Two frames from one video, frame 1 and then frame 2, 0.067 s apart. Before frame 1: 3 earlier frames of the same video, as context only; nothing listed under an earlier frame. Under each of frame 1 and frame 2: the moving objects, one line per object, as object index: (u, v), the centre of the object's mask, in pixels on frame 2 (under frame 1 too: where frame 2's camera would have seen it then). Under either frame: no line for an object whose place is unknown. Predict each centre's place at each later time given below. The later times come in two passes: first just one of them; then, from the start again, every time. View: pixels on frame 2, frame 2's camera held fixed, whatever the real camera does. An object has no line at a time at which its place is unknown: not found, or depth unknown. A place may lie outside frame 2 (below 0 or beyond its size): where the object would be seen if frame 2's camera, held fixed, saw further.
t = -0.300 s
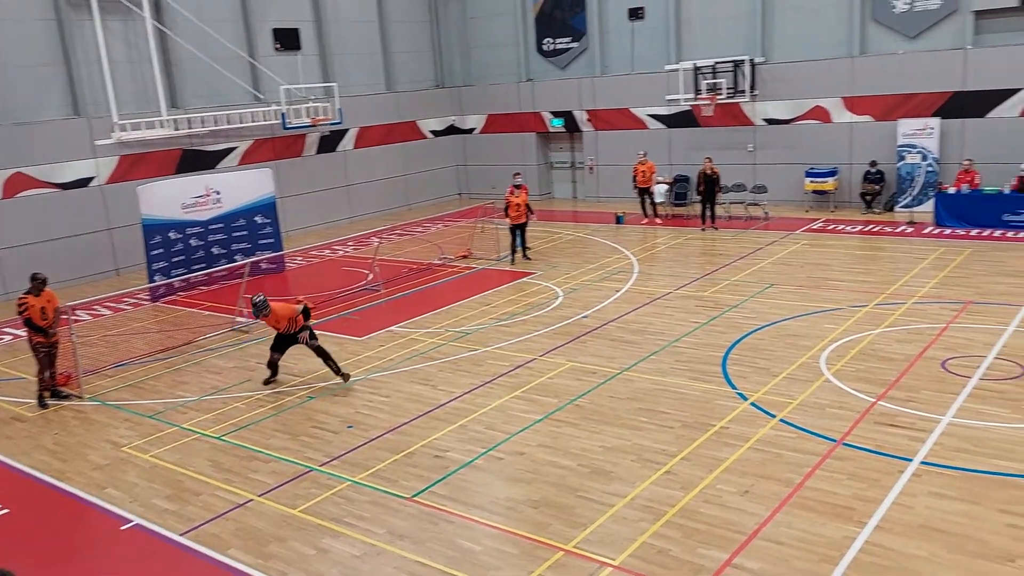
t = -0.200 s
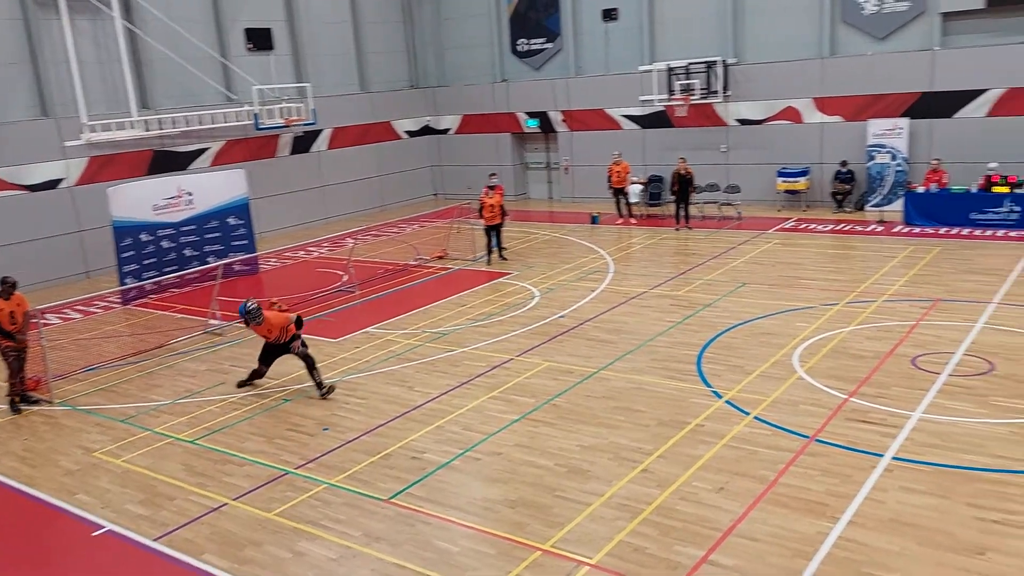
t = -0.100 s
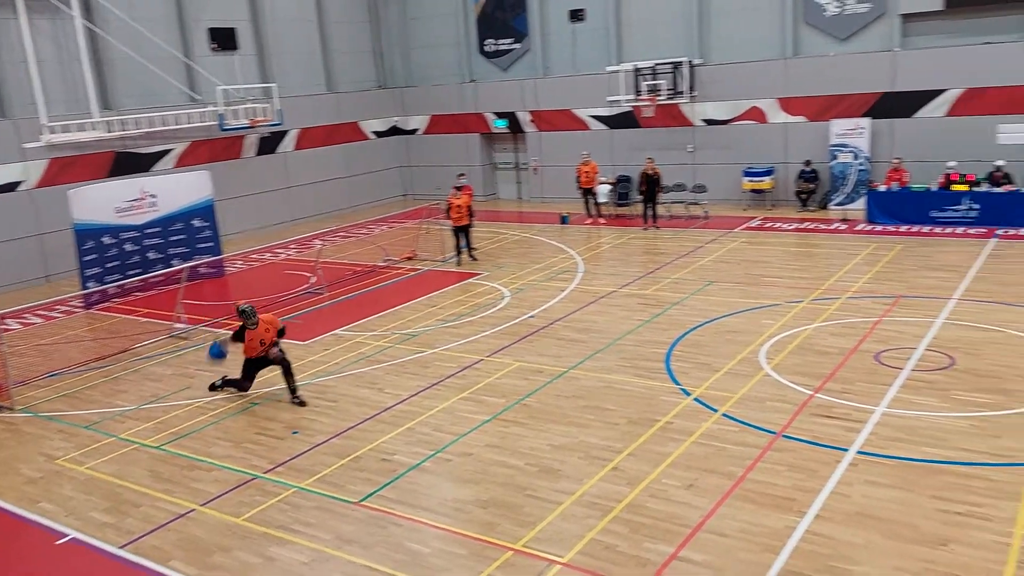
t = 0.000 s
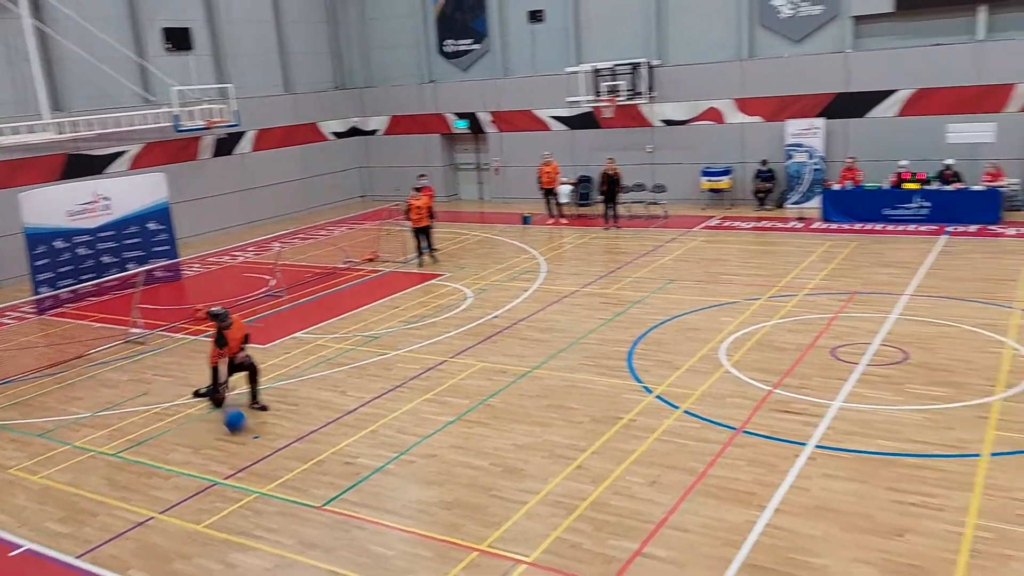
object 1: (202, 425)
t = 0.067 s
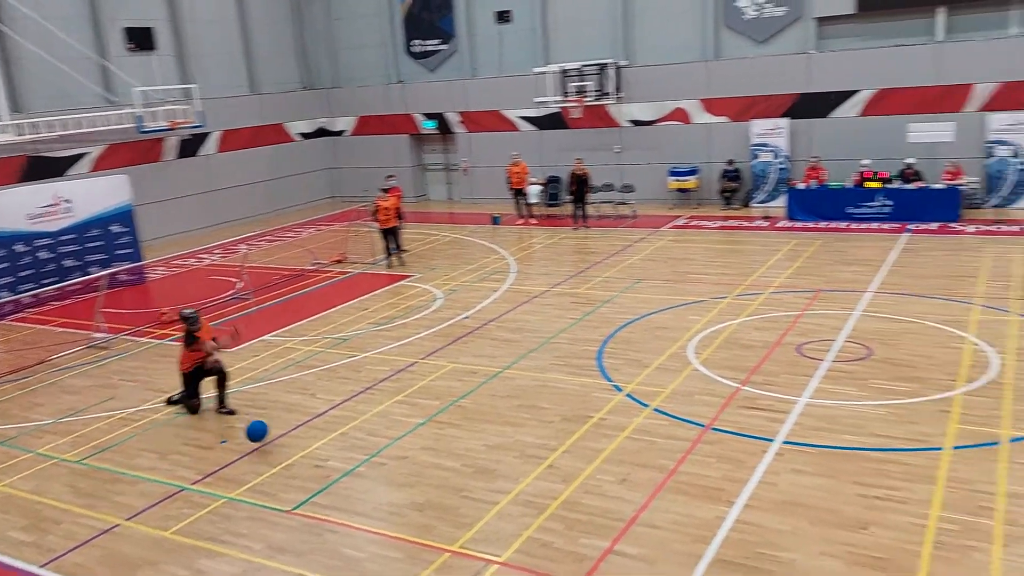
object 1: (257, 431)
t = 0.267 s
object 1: (446, 458)
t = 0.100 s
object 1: (284, 432)
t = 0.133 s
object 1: (314, 435)
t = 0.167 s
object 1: (343, 439)
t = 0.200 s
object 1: (376, 444)
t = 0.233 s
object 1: (410, 450)
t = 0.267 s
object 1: (446, 458)
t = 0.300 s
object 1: (484, 468)
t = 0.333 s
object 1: (524, 480)
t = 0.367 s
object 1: (566, 494)
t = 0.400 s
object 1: (610, 510)
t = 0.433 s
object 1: (658, 529)
